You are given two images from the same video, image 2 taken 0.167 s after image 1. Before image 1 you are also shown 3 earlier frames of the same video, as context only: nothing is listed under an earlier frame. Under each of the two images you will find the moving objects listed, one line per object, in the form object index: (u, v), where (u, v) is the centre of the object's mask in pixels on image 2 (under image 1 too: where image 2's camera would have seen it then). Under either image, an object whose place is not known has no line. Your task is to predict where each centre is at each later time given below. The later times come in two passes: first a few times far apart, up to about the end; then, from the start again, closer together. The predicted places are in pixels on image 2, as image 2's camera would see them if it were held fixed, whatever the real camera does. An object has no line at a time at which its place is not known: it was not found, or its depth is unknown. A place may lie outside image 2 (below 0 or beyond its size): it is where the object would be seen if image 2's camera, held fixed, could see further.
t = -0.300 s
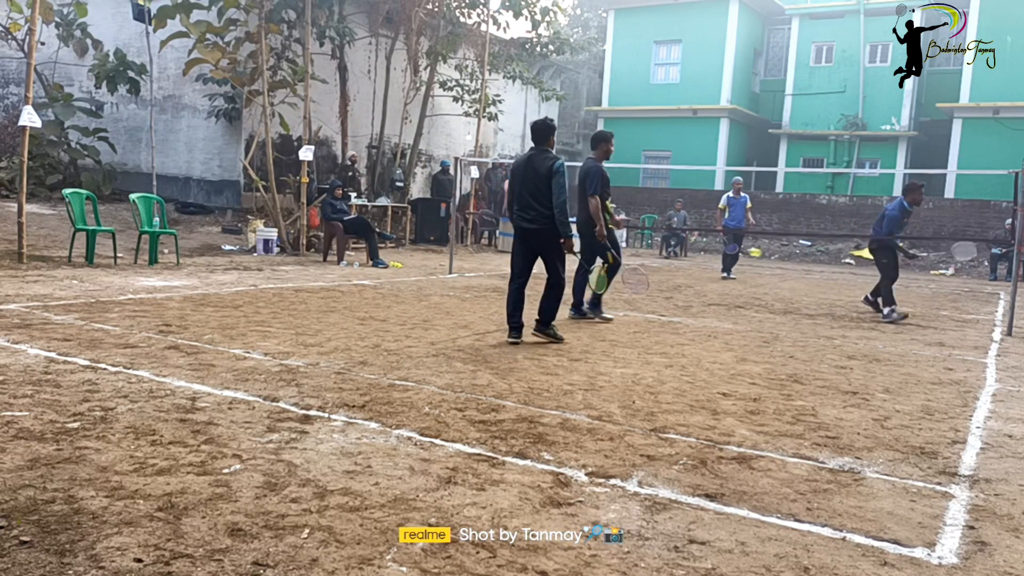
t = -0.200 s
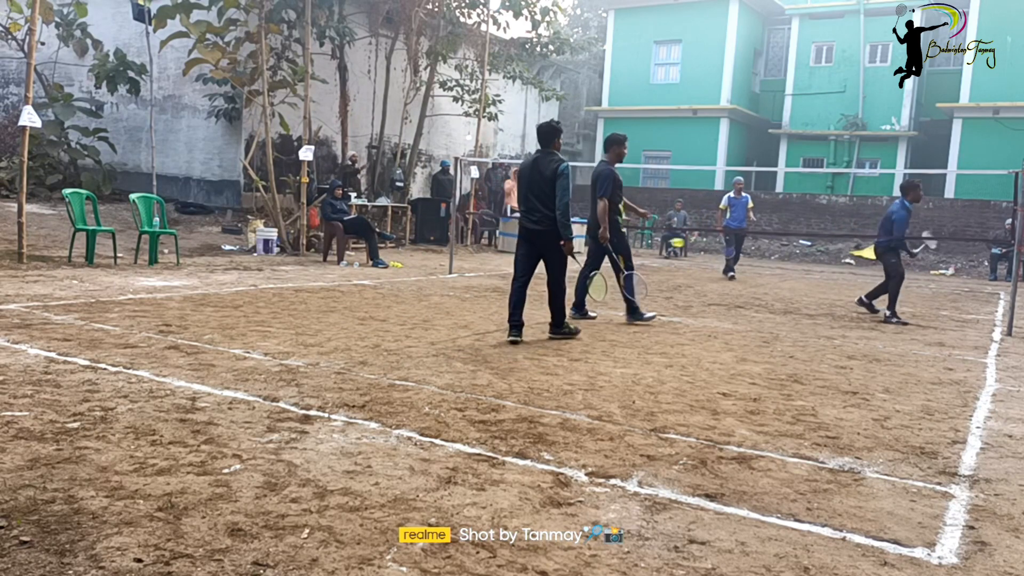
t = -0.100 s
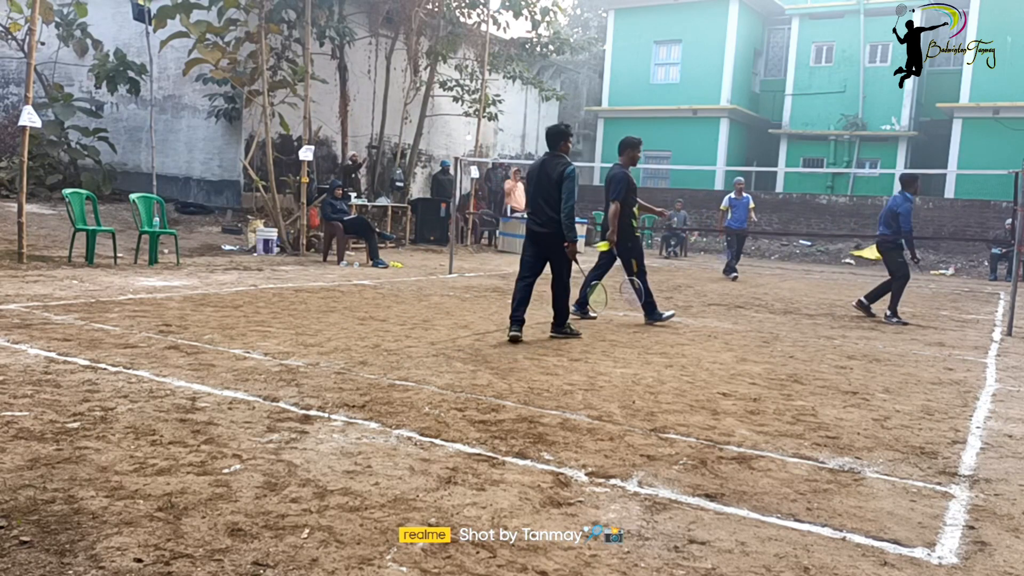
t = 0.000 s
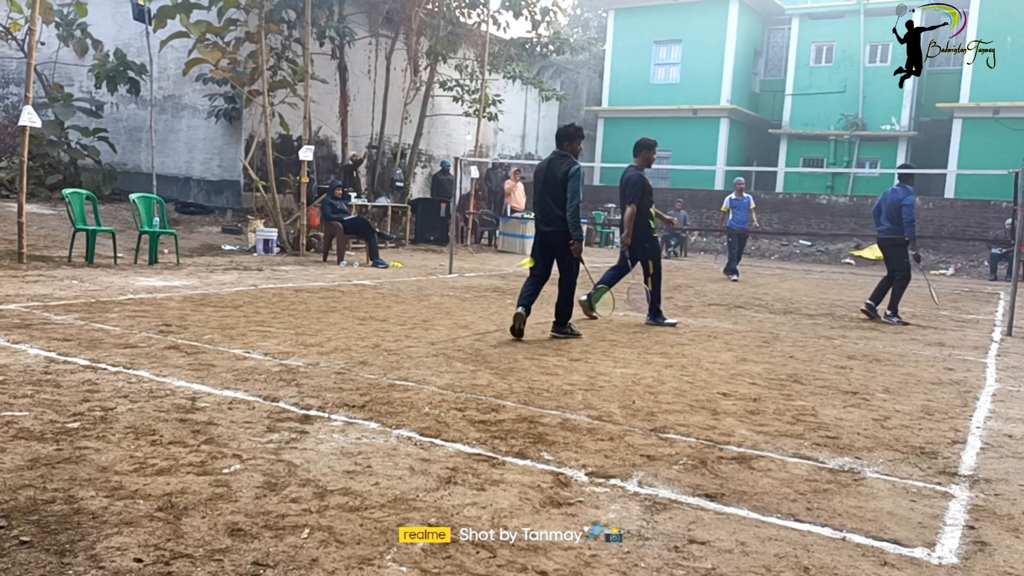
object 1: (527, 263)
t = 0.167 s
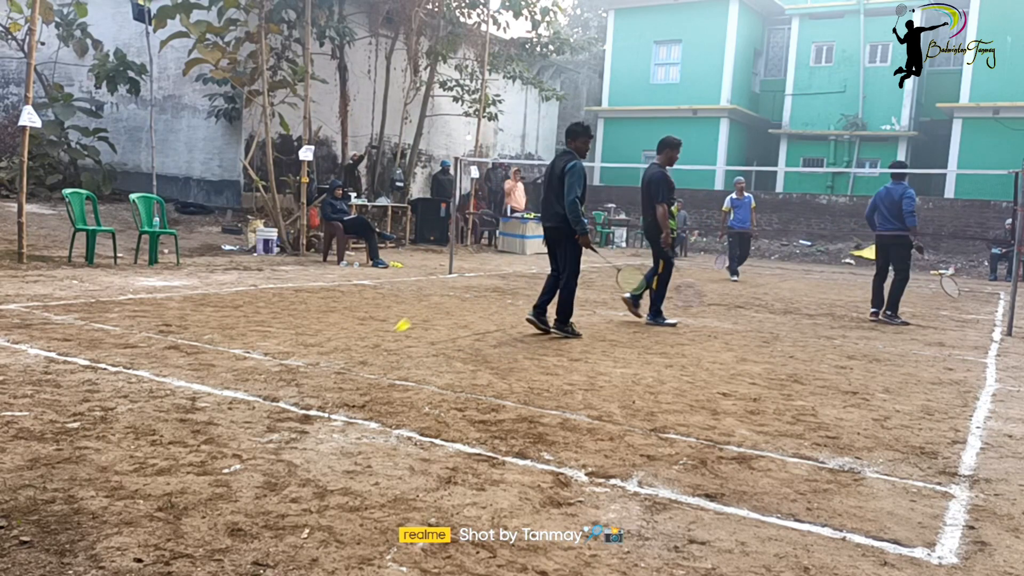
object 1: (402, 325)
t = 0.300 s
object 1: (347, 348)
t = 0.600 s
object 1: (342, 364)
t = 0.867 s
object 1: (348, 369)
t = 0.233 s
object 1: (353, 362)
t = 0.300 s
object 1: (347, 348)
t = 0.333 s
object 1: (348, 343)
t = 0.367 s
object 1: (347, 338)
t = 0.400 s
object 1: (347, 337)
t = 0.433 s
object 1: (347, 337)
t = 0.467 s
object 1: (346, 338)
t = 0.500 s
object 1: (346, 342)
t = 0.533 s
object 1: (344, 348)
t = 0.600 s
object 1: (342, 364)
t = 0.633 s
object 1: (343, 366)
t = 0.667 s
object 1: (345, 365)
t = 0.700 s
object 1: (346, 366)
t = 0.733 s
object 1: (345, 370)
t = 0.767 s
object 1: (345, 369)
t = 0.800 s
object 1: (346, 368)
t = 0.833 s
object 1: (347, 369)
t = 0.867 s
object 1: (348, 369)
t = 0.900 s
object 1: (349, 371)
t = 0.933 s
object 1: (350, 370)
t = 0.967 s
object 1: (351, 370)
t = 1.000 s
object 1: (352, 370)
